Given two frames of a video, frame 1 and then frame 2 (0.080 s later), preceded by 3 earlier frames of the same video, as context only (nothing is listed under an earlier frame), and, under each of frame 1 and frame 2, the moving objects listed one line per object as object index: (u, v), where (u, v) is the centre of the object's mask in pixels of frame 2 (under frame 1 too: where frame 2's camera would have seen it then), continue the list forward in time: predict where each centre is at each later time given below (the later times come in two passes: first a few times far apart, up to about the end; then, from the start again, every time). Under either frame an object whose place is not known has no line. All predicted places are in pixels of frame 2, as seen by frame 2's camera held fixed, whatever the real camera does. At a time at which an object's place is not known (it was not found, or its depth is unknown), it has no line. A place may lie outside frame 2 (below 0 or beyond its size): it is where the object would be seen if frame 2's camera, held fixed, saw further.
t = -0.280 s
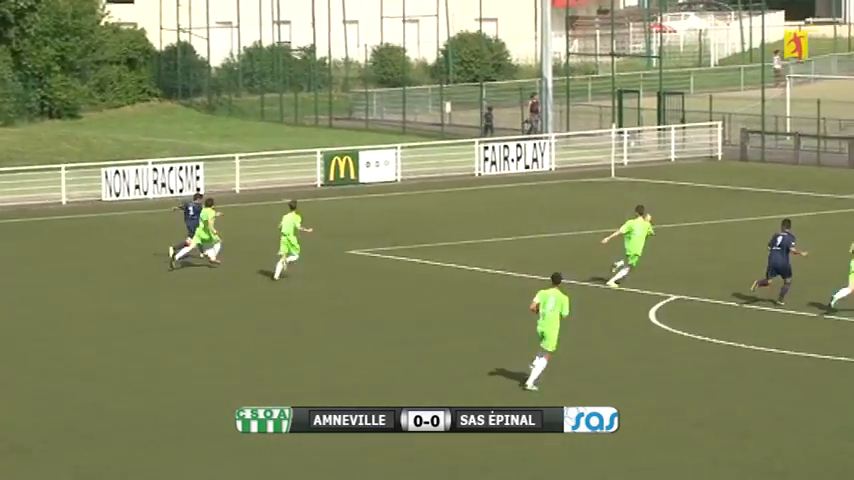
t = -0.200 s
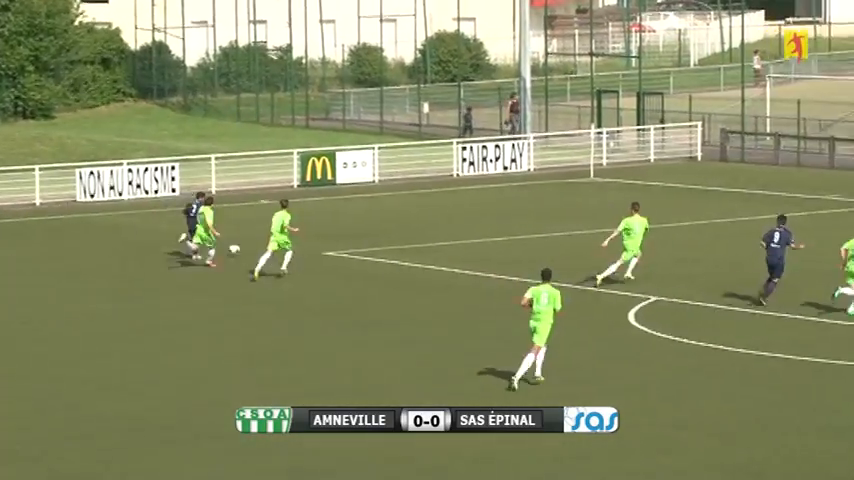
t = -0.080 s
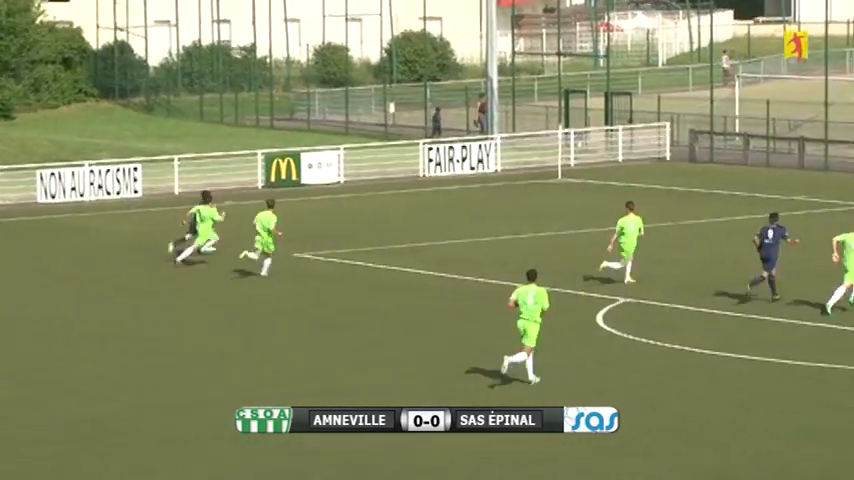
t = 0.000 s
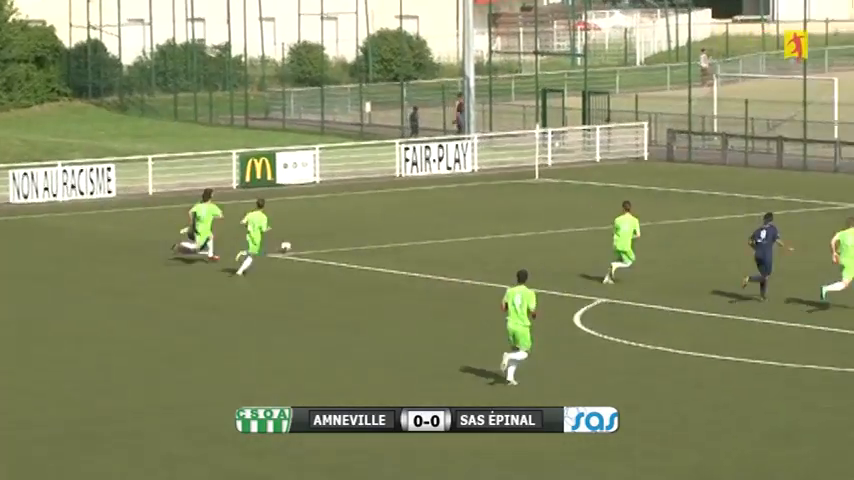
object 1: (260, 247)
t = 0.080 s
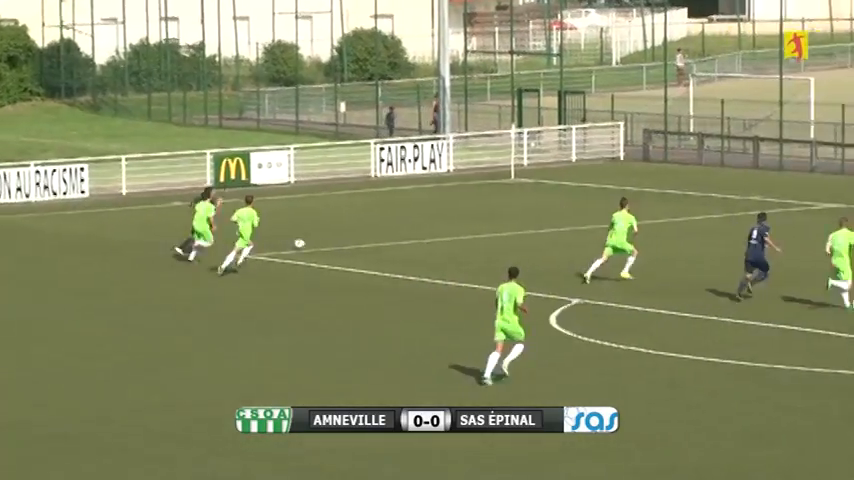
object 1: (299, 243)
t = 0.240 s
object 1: (370, 239)
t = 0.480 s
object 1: (453, 234)
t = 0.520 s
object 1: (466, 232)
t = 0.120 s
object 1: (319, 243)
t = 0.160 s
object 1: (336, 242)
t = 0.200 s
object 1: (352, 241)
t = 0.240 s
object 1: (370, 239)
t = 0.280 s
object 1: (386, 239)
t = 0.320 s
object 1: (400, 236)
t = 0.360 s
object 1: (414, 235)
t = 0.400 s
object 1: (427, 234)
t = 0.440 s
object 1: (441, 234)
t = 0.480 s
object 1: (453, 234)
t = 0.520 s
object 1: (466, 232)
